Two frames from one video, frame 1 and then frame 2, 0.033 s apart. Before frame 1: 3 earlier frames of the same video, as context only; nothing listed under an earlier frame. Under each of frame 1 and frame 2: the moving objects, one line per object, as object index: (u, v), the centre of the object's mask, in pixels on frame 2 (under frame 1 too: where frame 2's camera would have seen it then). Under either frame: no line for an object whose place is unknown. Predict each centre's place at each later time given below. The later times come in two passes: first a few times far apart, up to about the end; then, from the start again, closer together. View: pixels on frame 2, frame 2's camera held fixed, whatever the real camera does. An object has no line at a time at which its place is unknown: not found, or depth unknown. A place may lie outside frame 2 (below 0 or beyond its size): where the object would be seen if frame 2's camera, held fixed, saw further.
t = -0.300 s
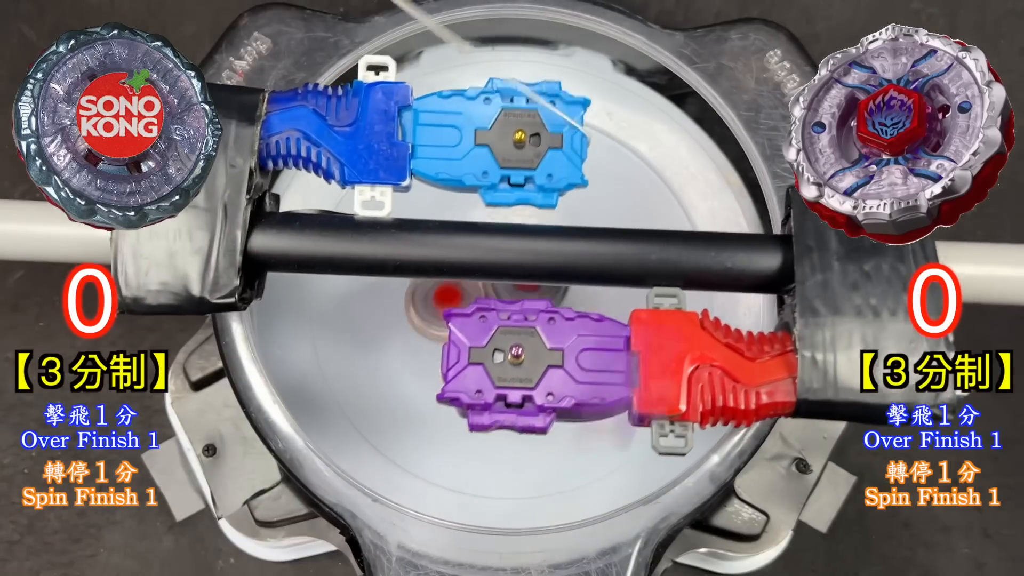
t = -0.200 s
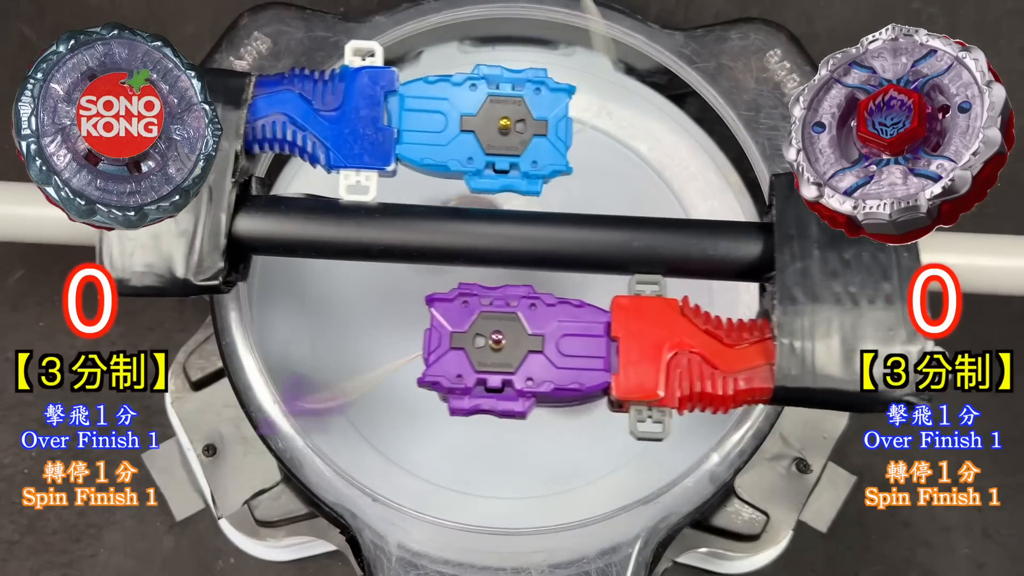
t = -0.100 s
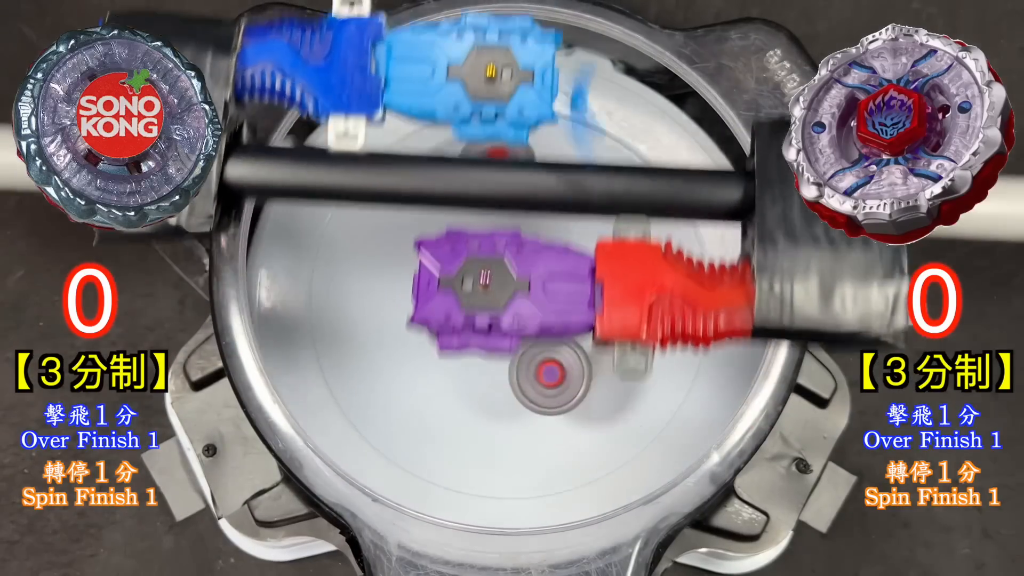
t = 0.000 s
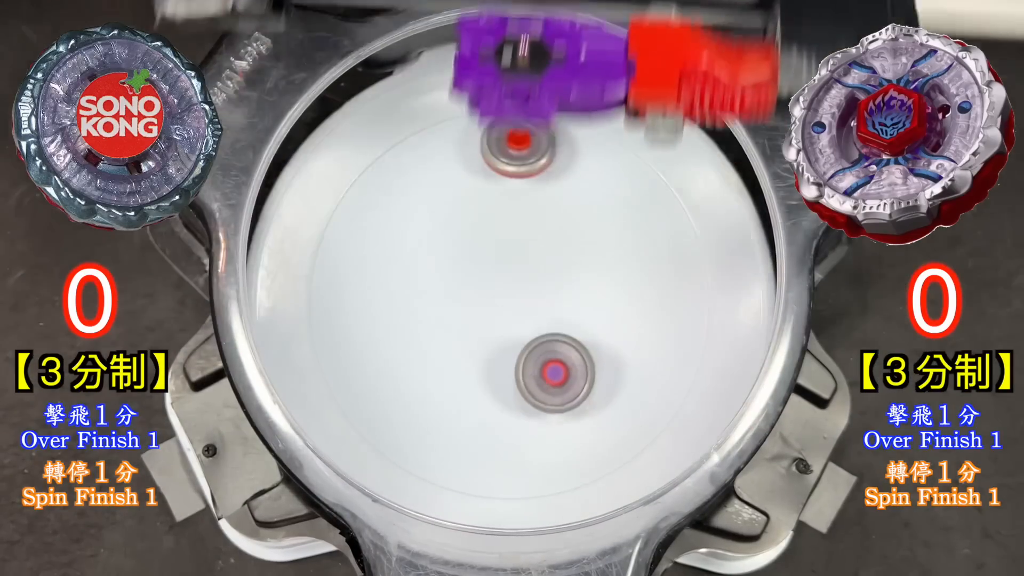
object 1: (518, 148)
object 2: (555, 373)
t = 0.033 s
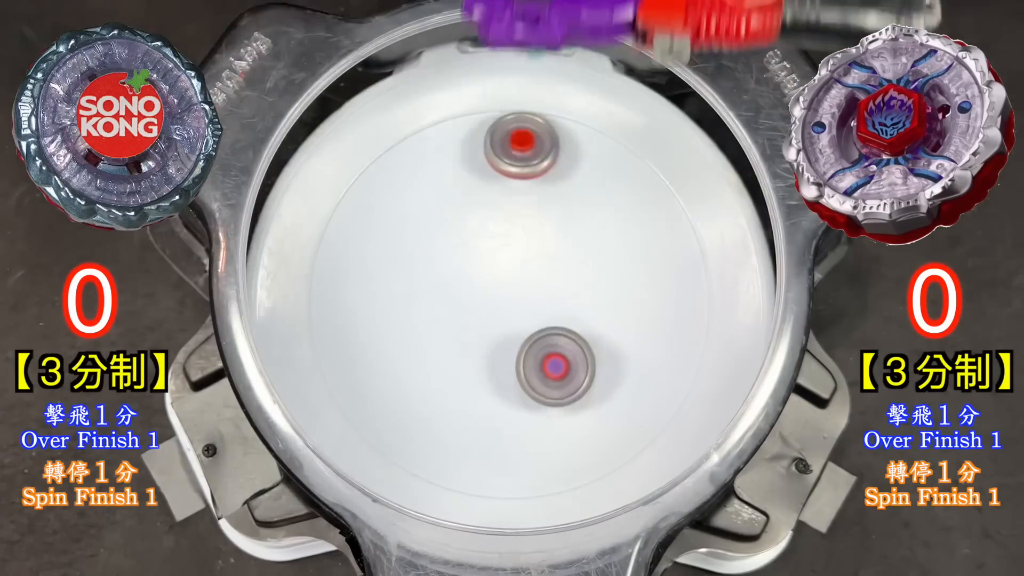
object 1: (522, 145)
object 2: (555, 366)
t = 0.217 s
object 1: (499, 223)
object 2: (563, 312)
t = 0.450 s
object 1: (420, 345)
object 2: (573, 268)
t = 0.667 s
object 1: (441, 393)
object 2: (554, 270)
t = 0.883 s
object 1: (457, 388)
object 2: (591, 270)
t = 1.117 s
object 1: (443, 273)
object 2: (547, 147)
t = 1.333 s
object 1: (540, 389)
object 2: (374, 224)
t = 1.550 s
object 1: (571, 410)
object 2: (428, 392)
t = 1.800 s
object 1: (530, 265)
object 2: (547, 413)
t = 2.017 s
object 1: (473, 211)
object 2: (590, 352)
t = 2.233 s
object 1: (444, 243)
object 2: (568, 304)
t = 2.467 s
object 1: (405, 282)
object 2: (572, 314)
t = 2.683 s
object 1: (391, 291)
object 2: (602, 304)
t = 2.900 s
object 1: (474, 290)
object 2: (568, 274)
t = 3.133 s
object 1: (343, 273)
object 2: (657, 263)
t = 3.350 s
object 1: (432, 315)
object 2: (522, 275)
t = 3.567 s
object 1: (446, 333)
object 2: (552, 275)
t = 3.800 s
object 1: (483, 288)
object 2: (569, 265)
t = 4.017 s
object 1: (434, 251)
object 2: (599, 249)
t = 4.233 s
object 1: (443, 278)
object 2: (571, 239)
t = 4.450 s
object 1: (469, 294)
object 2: (582, 259)
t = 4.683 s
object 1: (471, 279)
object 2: (597, 266)
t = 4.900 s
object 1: (479, 279)
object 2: (596, 258)
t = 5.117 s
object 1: (494, 272)
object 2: (581, 270)
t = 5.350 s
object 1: (493, 260)
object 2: (567, 307)
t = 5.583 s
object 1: (500, 269)
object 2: (566, 338)
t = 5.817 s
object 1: (526, 266)
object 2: (569, 345)
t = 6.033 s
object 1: (521, 243)
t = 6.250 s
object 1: (482, 255)
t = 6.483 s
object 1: (469, 250)
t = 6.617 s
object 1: (433, 112)
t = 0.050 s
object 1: (523, 148)
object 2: (556, 364)
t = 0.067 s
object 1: (523, 151)
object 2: (556, 360)
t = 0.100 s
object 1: (521, 161)
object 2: (557, 348)
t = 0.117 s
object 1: (520, 167)
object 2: (557, 344)
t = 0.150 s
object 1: (515, 183)
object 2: (558, 333)
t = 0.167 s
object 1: (512, 192)
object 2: (559, 328)
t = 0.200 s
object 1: (504, 212)
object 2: (561, 318)
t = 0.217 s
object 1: (499, 223)
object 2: (563, 312)
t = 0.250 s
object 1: (488, 242)
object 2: (565, 303)
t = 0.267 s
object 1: (482, 253)
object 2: (567, 298)
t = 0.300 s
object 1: (470, 272)
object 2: (570, 290)
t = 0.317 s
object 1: (464, 282)
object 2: (572, 285)
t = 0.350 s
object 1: (451, 299)
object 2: (575, 278)
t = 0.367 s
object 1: (445, 307)
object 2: (575, 275)
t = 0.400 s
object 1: (432, 323)
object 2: (574, 271)
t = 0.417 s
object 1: (428, 331)
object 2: (574, 269)
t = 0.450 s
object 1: (420, 345)
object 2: (573, 268)
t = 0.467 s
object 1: (417, 352)
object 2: (572, 268)
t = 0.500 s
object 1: (414, 363)
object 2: (570, 269)
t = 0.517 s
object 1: (414, 369)
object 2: (569, 269)
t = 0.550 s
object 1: (416, 378)
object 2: (565, 268)
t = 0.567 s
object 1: (418, 382)
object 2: (563, 268)
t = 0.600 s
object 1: (424, 388)
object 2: (560, 268)
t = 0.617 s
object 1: (427, 390)
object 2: (559, 269)
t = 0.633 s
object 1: (431, 392)
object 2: (558, 269)
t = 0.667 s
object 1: (441, 393)
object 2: (554, 270)
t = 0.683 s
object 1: (447, 393)
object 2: (552, 271)
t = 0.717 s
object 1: (458, 391)
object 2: (549, 274)
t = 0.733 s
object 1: (464, 390)
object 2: (548, 276)
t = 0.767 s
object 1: (475, 386)
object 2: (547, 282)
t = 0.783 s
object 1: (480, 383)
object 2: (546, 285)
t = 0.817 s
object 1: (490, 376)
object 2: (546, 291)
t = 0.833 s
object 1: (494, 372)
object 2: (546, 294)
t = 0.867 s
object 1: (498, 363)
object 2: (549, 300)
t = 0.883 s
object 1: (457, 388)
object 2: (591, 270)
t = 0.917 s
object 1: (370, 441)
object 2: (671, 208)
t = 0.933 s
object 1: (347, 443)
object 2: (708, 172)
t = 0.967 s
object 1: (349, 417)
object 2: (762, 115)
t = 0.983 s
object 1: (355, 400)
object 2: (759, 104)
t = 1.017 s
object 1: (373, 368)
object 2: (712, 107)
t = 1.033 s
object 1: (383, 353)
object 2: (682, 114)
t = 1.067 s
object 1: (402, 329)
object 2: (635, 119)
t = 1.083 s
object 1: (414, 310)
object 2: (606, 129)
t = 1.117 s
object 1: (443, 273)
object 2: (547, 147)
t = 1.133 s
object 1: (458, 257)
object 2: (516, 158)
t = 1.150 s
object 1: (472, 242)
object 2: (484, 171)
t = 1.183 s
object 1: (485, 270)
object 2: (445, 144)
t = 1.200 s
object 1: (491, 287)
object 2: (425, 130)
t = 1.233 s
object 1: (502, 318)
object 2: (408, 141)
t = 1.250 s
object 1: (509, 329)
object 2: (401, 152)
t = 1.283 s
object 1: (523, 356)
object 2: (387, 178)
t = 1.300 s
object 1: (529, 371)
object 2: (381, 194)
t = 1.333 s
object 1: (540, 389)
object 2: (374, 224)
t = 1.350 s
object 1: (545, 398)
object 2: (374, 237)
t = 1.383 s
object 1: (555, 417)
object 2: (374, 269)
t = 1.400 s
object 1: (559, 421)
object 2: (376, 286)
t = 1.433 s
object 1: (566, 428)
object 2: (383, 313)
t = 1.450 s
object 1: (568, 429)
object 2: (387, 326)
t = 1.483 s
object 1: (570, 426)
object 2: (398, 351)
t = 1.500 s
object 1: (571, 424)
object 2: (405, 362)
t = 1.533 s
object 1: (572, 416)
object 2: (420, 383)
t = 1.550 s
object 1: (571, 410)
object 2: (428, 392)
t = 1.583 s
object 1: (570, 393)
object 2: (445, 408)
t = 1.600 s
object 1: (569, 385)
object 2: (454, 413)
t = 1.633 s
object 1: (565, 365)
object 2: (472, 420)
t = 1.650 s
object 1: (562, 354)
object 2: (480, 423)
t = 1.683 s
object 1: (556, 333)
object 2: (496, 425)
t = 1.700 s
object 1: (553, 323)
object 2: (504, 425)
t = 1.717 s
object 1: (550, 312)
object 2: (512, 425)
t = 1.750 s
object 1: (542, 292)
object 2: (527, 421)
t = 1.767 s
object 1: (539, 282)
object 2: (534, 419)
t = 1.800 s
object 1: (530, 265)
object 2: (547, 413)
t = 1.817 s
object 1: (524, 257)
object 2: (553, 410)
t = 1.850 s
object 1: (513, 244)
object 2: (563, 402)
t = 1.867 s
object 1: (508, 237)
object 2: (568, 397)
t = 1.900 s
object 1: (498, 229)
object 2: (576, 388)
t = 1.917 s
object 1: (494, 225)
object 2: (579, 382)
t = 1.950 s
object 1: (487, 218)
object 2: (584, 372)
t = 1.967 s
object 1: (483, 216)
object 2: (586, 367)
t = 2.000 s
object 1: (476, 212)
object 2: (589, 357)
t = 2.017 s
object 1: (473, 211)
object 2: (590, 352)
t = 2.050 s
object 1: (466, 211)
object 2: (591, 342)
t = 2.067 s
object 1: (462, 212)
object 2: (592, 337)
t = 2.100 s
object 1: (457, 215)
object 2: (591, 328)
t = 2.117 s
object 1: (454, 217)
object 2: (590, 324)
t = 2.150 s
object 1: (450, 222)
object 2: (586, 316)
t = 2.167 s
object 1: (448, 226)
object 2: (582, 313)
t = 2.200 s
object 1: (445, 234)
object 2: (575, 308)
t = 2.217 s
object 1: (444, 239)
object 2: (572, 305)
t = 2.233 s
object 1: (444, 243)
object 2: (568, 304)
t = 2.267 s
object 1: (444, 253)
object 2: (559, 301)
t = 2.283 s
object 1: (445, 258)
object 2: (555, 300)
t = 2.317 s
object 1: (446, 268)
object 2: (547, 300)
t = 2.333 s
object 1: (447, 272)
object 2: (543, 300)
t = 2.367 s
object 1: (449, 280)
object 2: (535, 300)
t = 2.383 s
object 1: (450, 284)
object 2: (532, 300)
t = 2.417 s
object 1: (438, 286)
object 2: (539, 304)
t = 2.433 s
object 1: (426, 285)
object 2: (551, 307)
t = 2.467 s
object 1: (405, 282)
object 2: (572, 314)
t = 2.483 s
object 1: (397, 281)
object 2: (581, 316)
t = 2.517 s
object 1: (385, 278)
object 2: (595, 320)
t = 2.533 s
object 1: (380, 278)
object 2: (600, 321)
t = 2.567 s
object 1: (375, 279)
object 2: (606, 321)
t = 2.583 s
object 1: (374, 279)
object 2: (608, 320)
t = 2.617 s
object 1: (376, 282)
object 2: (608, 316)
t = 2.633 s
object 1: (378, 284)
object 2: (608, 314)
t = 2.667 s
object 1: (386, 288)
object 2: (604, 307)
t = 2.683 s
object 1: (391, 291)
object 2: (602, 304)
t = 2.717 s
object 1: (402, 296)
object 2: (597, 296)
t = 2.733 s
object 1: (409, 298)
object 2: (593, 293)
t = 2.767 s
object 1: (424, 300)
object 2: (587, 287)
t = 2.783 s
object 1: (432, 301)
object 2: (584, 285)
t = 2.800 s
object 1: (440, 301)
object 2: (580, 282)
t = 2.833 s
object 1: (456, 299)
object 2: (573, 279)
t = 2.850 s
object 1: (463, 297)
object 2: (568, 278)
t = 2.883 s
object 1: (479, 292)
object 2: (560, 276)
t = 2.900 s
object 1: (474, 290)
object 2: (568, 274)
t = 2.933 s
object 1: (438, 284)
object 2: (609, 270)
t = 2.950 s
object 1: (422, 282)
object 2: (628, 268)
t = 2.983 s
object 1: (393, 276)
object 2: (660, 264)
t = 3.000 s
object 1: (382, 273)
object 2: (673, 263)
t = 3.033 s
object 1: (363, 269)
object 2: (694, 259)
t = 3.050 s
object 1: (356, 268)
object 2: (695, 258)
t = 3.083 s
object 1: (346, 268)
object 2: (682, 259)
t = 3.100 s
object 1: (343, 269)
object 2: (675, 261)
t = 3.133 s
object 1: (343, 273)
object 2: (657, 263)
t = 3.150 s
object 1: (344, 276)
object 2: (648, 264)
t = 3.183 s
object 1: (351, 282)
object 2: (626, 266)
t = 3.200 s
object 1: (356, 286)
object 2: (615, 267)
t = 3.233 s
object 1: (368, 295)
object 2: (593, 269)
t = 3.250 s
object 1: (376, 299)
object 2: (581, 269)
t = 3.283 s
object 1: (393, 307)
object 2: (559, 271)
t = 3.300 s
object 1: (403, 310)
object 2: (549, 271)
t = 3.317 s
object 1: (412, 312)
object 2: (539, 272)
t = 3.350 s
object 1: (432, 315)
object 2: (522, 275)
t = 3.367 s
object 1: (443, 315)
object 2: (515, 277)
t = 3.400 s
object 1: (441, 324)
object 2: (524, 271)
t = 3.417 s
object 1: (438, 327)
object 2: (530, 269)
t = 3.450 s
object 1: (434, 334)
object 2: (539, 266)
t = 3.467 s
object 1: (433, 335)
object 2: (542, 267)
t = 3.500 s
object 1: (435, 338)
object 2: (547, 270)
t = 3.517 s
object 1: (436, 337)
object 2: (548, 271)
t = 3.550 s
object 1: (442, 335)
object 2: (551, 274)
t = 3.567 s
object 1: (446, 333)
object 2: (552, 275)
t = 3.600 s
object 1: (455, 328)
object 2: (554, 275)
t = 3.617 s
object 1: (459, 325)
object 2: (555, 275)
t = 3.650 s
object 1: (470, 318)
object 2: (557, 274)
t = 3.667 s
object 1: (475, 315)
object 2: (558, 274)
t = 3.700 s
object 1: (485, 308)
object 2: (557, 274)
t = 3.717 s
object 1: (487, 304)
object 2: (559, 273)
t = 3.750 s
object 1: (485, 299)
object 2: (566, 269)
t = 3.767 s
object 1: (484, 295)
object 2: (568, 268)
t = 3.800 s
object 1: (483, 288)
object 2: (569, 265)
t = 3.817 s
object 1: (483, 283)
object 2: (568, 263)
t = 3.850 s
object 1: (485, 275)
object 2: (567, 259)
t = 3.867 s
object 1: (485, 272)
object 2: (566, 257)
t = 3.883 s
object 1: (486, 269)
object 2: (564, 256)
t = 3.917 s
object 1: (473, 263)
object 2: (575, 253)
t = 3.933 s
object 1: (464, 261)
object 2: (582, 252)
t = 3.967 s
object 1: (449, 256)
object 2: (592, 251)
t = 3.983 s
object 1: (444, 254)
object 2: (596, 250)
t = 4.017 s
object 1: (434, 251)
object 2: (599, 249)
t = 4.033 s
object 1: (431, 251)
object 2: (599, 248)
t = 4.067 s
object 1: (426, 252)
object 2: (598, 245)
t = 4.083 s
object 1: (425, 253)
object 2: (596, 244)
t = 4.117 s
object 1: (425, 257)
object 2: (593, 241)
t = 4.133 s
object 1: (426, 260)
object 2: (590, 239)
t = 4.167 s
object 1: (429, 266)
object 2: (585, 237)
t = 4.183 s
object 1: (432, 269)
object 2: (581, 237)
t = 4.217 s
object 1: (439, 276)
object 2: (574, 237)
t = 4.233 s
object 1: (443, 278)
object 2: (571, 239)
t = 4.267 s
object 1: (454, 282)
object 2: (565, 242)
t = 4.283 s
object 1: (460, 284)
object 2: (562, 244)
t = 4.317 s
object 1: (473, 286)
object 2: (556, 249)
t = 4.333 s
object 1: (479, 285)
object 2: (554, 252)
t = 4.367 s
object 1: (478, 288)
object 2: (563, 253)
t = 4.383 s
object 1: (474, 290)
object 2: (570, 254)
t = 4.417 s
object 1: (470, 293)
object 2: (579, 256)
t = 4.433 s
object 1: (469, 294)
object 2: (581, 257)
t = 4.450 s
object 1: (469, 294)
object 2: (582, 259)
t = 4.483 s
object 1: (472, 295)
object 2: (582, 262)
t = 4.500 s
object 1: (474, 294)
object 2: (581, 263)
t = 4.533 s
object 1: (481, 292)
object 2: (578, 266)
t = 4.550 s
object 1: (485, 291)
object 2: (576, 267)
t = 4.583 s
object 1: (494, 288)
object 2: (571, 268)
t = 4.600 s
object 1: (492, 286)
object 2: (575, 268)
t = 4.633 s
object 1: (482, 283)
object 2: (588, 266)
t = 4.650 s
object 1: (478, 282)
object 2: (592, 266)
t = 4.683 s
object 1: (471, 279)
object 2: (597, 266)
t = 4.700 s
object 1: (468, 278)
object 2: (599, 266)
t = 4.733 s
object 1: (465, 275)
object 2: (601, 265)
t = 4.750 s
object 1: (465, 274)
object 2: (602, 264)
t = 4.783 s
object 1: (465, 274)
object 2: (603, 263)
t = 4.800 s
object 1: (466, 275)
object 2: (603, 262)
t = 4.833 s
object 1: (469, 276)
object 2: (602, 260)
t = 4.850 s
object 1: (472, 276)
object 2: (601, 259)
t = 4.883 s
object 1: (477, 278)
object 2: (598, 258)
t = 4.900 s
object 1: (479, 279)
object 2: (596, 258)
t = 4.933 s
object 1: (484, 280)
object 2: (591, 259)
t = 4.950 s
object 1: (487, 280)
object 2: (589, 260)
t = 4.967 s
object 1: (491, 280)
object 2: (586, 260)
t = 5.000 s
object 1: (497, 279)
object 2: (581, 262)
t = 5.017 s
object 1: (500, 278)
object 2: (578, 263)
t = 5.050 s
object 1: (498, 277)
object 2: (580, 264)
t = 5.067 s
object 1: (497, 275)
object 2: (581, 265)
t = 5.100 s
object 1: (495, 273)
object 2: (581, 268)
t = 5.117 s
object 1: (494, 272)
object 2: (581, 270)
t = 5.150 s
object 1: (492, 269)
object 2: (578, 275)
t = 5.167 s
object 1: (492, 268)
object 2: (577, 278)
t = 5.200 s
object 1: (492, 264)
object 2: (574, 283)
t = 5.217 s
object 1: (493, 263)
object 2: (573, 286)
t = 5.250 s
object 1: (494, 263)
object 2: (570, 291)
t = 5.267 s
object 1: (493, 262)
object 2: (570, 294)
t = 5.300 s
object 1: (492, 261)
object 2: (568, 299)
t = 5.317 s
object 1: (492, 260)
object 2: (568, 302)
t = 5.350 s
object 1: (493, 260)
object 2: (567, 307)
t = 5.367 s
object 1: (493, 261)
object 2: (566, 310)
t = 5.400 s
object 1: (492, 262)
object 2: (565, 315)
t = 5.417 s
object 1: (492, 262)
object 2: (565, 317)
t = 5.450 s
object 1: (493, 263)
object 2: (565, 322)
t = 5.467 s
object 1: (494, 263)
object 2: (565, 324)
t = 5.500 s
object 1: (496, 265)
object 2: (565, 328)
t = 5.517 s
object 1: (497, 267)
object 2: (565, 331)
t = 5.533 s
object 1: (497, 268)
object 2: (565, 333)
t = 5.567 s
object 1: (499, 269)
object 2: (566, 337)
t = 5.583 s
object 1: (500, 269)
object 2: (566, 338)
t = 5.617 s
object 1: (504, 270)
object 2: (566, 341)
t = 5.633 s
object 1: (506, 270)
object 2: (566, 342)
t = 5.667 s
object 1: (510, 271)
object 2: (567, 344)
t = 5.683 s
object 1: (512, 272)
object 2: (567, 345)
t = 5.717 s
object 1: (515, 271)
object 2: (567, 347)
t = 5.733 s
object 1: (517, 271)
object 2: (567, 348)
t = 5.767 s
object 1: (521, 269)
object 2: (568, 348)
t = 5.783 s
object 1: (522, 268)
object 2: (569, 347)
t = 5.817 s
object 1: (526, 266)
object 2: (569, 345)
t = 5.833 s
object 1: (527, 265)
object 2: (569, 343)
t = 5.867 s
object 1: (528, 261)
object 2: (567, 340)
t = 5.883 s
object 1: (529, 258)
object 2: (566, 339)
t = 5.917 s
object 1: (529, 254)
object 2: (564, 336)
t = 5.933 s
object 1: (529, 252)
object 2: (563, 335)
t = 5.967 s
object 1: (527, 247)
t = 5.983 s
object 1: (526, 245)
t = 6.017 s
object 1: (523, 243)
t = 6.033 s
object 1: (521, 243)
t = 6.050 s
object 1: (518, 243)
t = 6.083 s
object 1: (511, 243)
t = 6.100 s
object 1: (508, 243)
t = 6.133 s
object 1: (504, 246)
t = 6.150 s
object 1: (501, 250)
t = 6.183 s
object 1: (496, 256)
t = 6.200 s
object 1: (494, 261)
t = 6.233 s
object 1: (485, 257)
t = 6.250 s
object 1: (482, 255)
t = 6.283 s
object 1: (478, 253)
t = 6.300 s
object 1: (477, 253)
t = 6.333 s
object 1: (475, 257)
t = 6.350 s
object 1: (475, 260)
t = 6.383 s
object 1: (474, 267)
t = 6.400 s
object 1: (475, 271)
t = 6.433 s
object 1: (477, 281)
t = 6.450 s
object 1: (479, 286)
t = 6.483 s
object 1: (469, 250)
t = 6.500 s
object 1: (462, 226)
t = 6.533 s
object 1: (449, 183)
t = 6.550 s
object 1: (444, 164)
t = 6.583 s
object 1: (436, 131)
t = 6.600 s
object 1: (434, 120)
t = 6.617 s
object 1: (433, 112)
